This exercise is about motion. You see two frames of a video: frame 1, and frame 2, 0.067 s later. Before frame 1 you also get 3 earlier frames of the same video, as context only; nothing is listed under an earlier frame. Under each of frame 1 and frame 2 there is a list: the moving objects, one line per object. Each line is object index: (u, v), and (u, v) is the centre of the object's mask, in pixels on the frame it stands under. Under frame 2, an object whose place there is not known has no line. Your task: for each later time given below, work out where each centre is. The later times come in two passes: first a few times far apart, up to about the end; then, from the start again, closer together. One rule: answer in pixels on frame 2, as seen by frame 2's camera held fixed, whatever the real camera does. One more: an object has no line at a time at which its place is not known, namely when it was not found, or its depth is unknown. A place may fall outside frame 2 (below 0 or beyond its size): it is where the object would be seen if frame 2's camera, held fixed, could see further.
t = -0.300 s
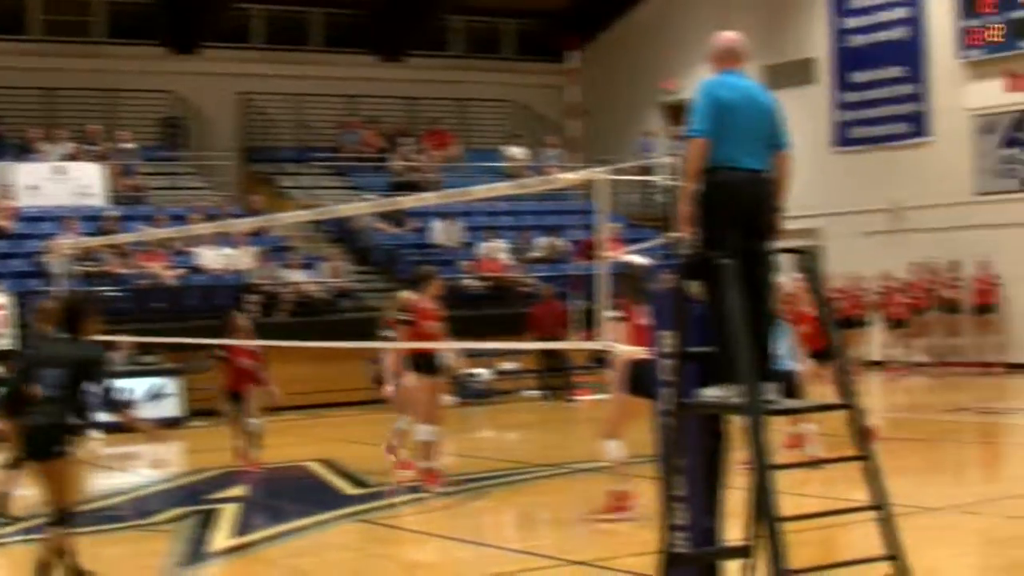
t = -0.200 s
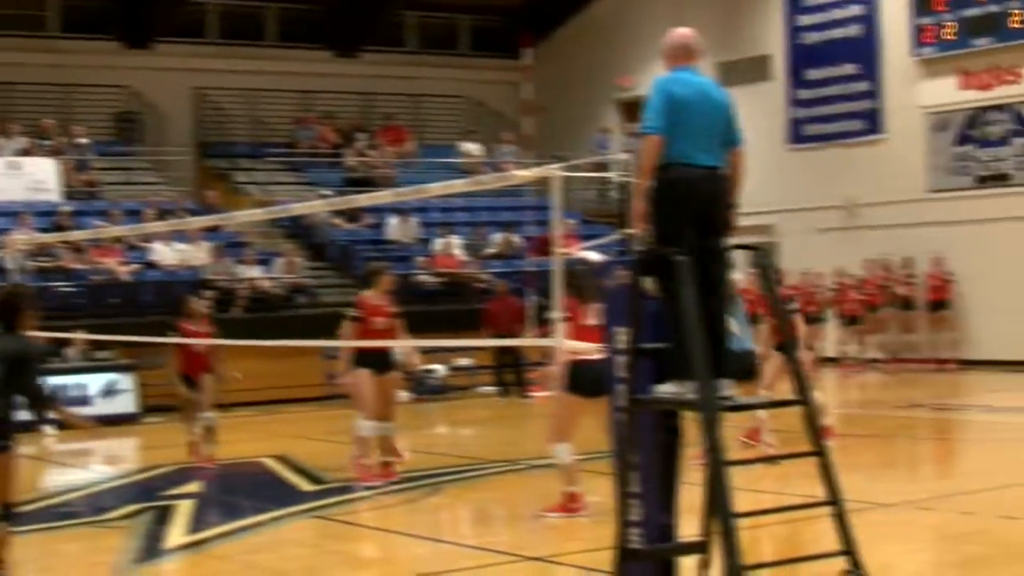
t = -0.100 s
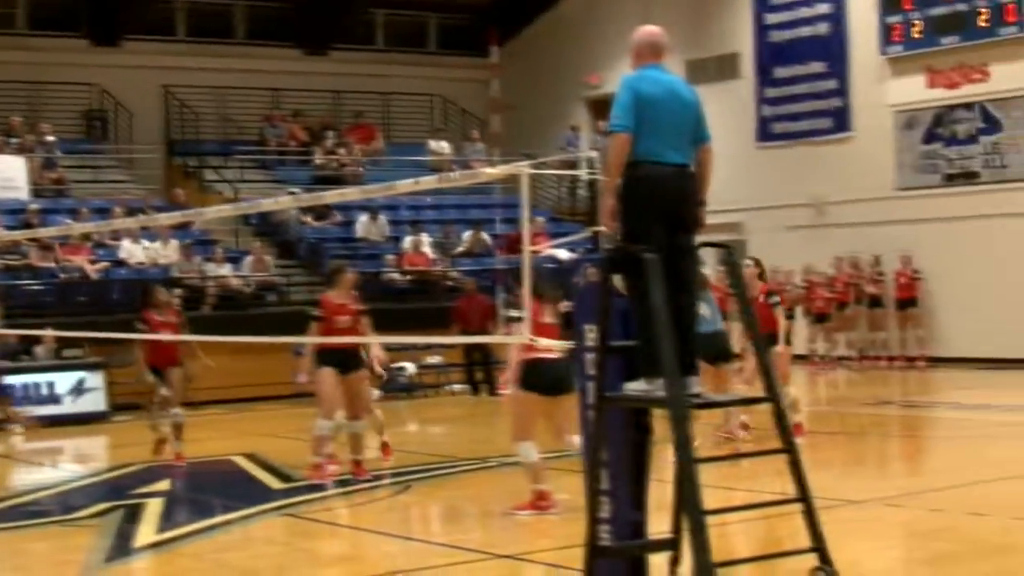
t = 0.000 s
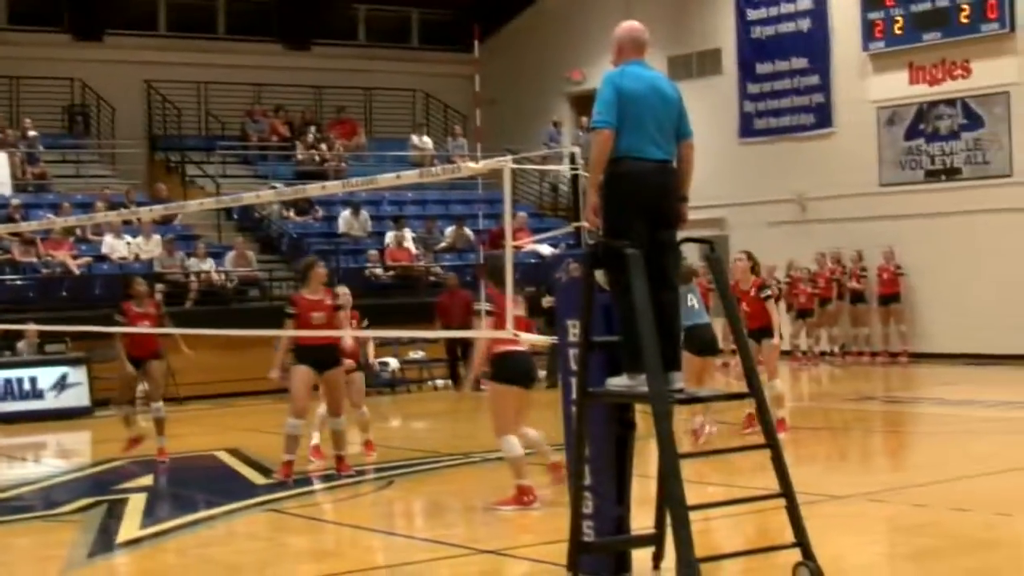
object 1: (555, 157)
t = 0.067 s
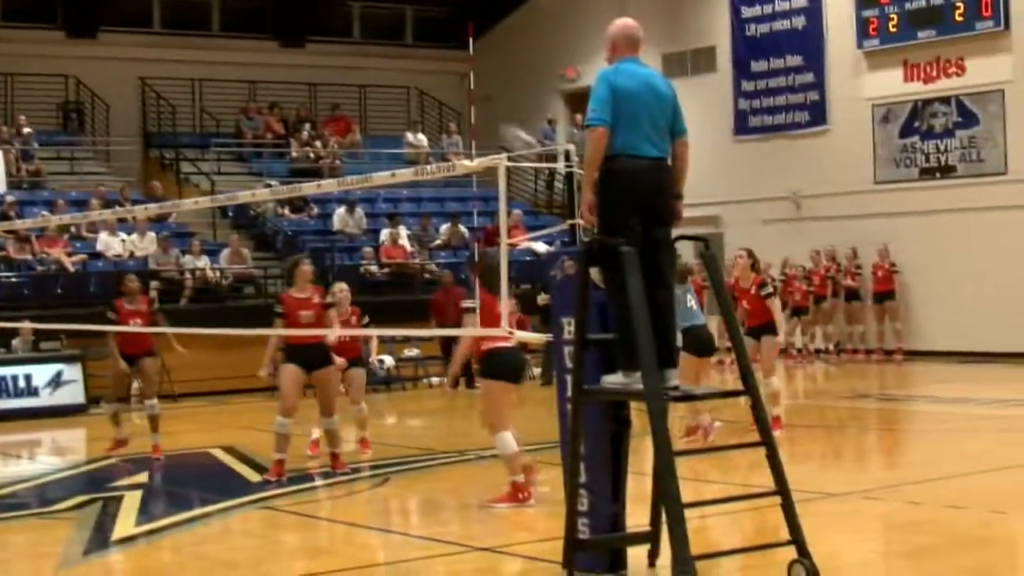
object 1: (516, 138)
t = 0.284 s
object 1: (378, 64)
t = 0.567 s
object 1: (177, 49)
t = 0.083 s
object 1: (507, 133)
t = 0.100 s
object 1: (497, 126)
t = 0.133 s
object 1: (478, 113)
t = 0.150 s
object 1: (466, 105)
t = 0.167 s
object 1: (455, 99)
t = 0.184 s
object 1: (445, 93)
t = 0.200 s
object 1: (435, 88)
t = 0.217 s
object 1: (423, 82)
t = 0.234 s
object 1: (412, 78)
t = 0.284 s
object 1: (378, 64)
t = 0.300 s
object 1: (367, 61)
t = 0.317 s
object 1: (356, 58)
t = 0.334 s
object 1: (345, 54)
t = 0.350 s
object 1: (332, 52)
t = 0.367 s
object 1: (320, 49)
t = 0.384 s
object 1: (311, 48)
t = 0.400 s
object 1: (298, 45)
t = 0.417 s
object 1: (286, 44)
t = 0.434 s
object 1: (274, 44)
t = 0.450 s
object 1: (262, 43)
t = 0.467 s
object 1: (250, 43)
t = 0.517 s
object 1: (214, 43)
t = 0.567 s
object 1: (177, 49)
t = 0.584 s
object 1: (165, 51)
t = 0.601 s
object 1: (152, 53)
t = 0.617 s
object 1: (137, 56)
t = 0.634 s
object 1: (124, 59)
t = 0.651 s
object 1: (110, 61)
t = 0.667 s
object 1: (96, 67)
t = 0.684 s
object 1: (82, 71)
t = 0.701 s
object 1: (69, 77)
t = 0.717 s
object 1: (54, 83)
